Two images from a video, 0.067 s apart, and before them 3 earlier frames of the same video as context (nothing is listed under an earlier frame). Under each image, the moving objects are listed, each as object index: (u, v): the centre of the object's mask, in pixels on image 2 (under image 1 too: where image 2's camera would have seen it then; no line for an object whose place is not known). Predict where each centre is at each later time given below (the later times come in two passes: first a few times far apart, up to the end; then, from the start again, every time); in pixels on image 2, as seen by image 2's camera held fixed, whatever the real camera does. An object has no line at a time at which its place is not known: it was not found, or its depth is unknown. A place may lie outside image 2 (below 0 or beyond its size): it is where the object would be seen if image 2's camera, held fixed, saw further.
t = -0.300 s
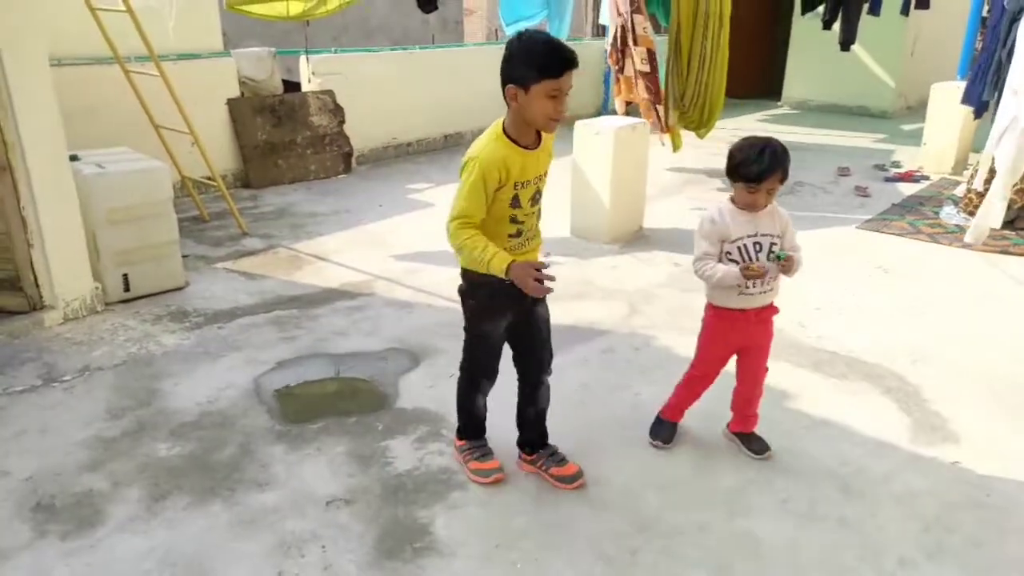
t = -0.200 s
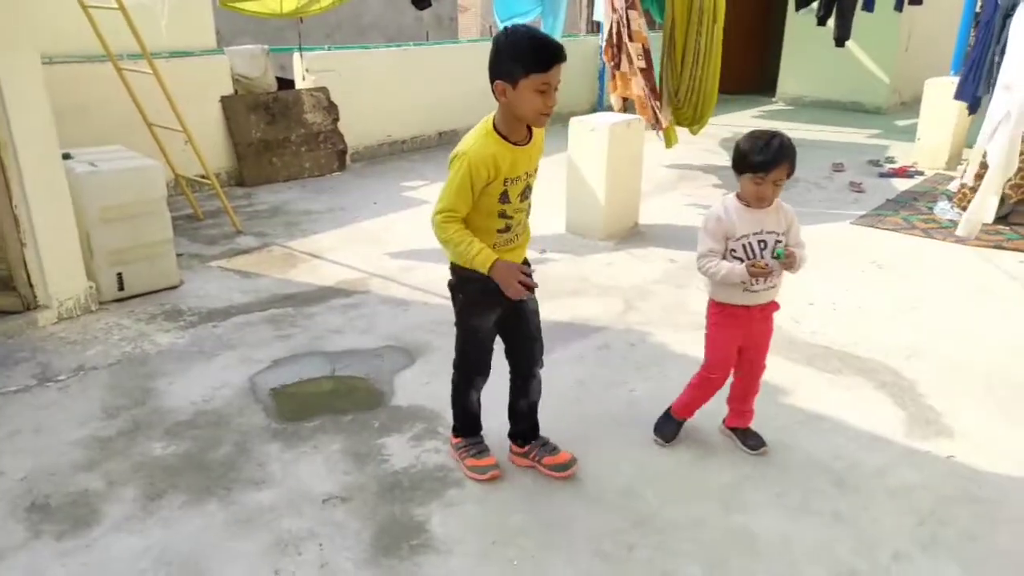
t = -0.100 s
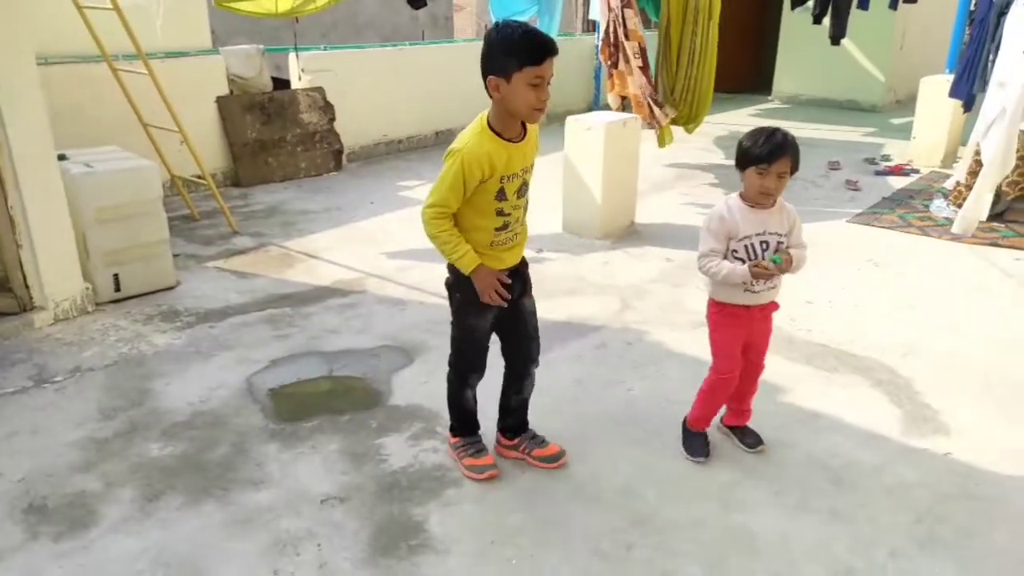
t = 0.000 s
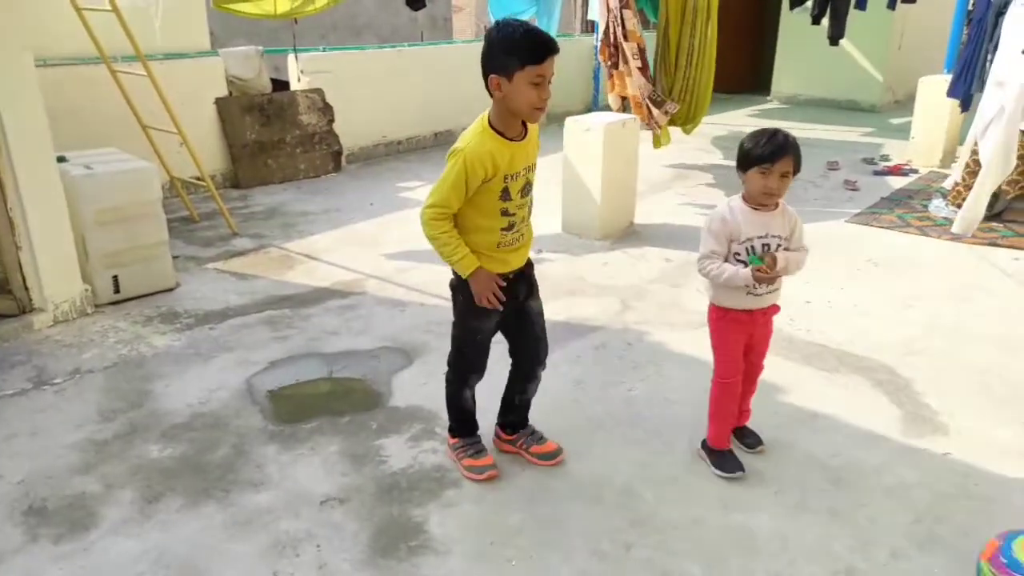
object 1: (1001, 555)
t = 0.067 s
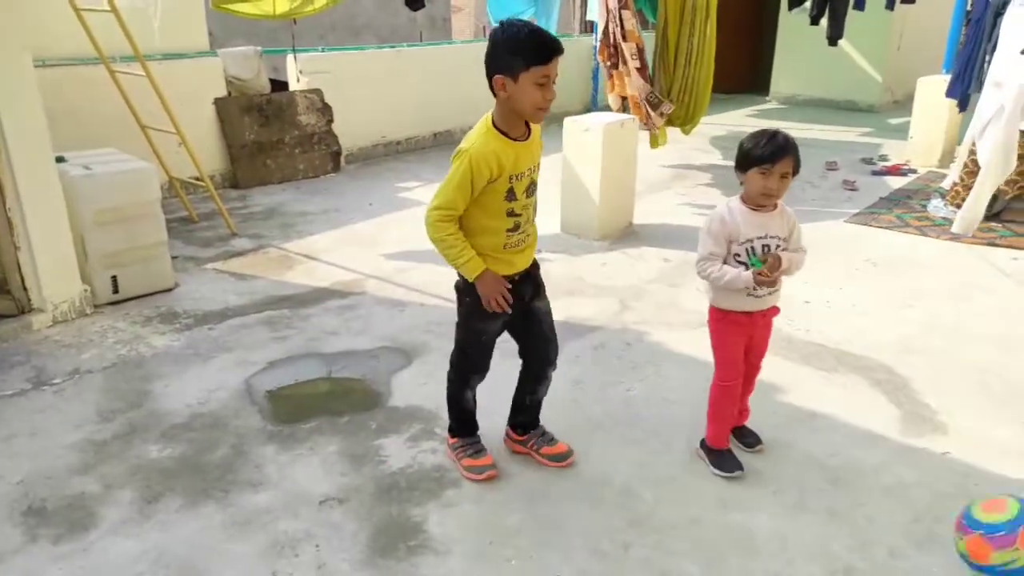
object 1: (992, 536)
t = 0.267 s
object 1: (943, 484)
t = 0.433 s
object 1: (874, 507)
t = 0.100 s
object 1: (989, 521)
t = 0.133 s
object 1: (985, 508)
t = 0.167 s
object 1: (979, 497)
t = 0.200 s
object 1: (968, 490)
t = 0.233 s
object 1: (955, 485)
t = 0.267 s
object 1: (943, 484)
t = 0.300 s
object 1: (929, 486)
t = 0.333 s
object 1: (914, 492)
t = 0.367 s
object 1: (900, 500)
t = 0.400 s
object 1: (886, 513)
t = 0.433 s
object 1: (874, 507)
